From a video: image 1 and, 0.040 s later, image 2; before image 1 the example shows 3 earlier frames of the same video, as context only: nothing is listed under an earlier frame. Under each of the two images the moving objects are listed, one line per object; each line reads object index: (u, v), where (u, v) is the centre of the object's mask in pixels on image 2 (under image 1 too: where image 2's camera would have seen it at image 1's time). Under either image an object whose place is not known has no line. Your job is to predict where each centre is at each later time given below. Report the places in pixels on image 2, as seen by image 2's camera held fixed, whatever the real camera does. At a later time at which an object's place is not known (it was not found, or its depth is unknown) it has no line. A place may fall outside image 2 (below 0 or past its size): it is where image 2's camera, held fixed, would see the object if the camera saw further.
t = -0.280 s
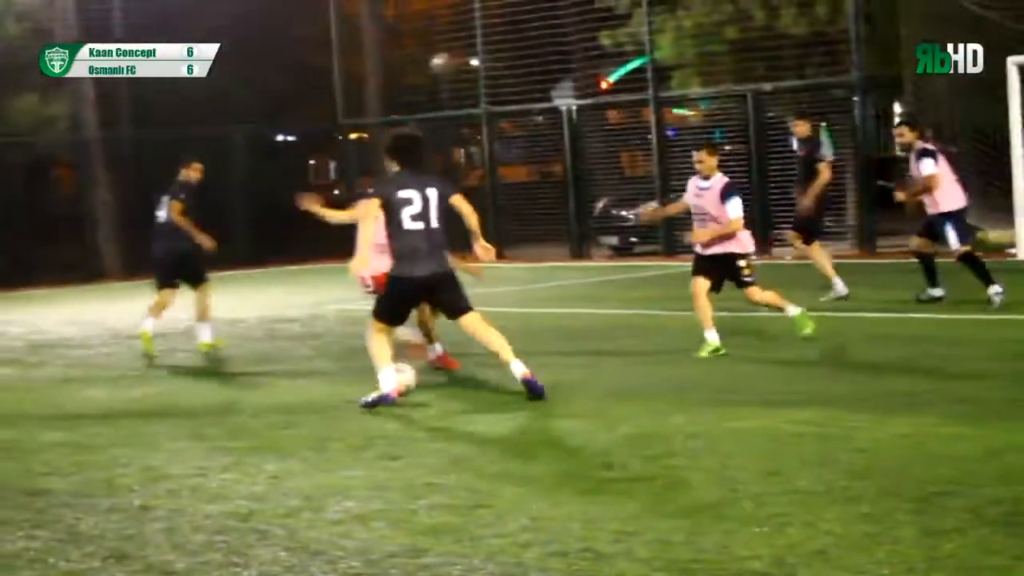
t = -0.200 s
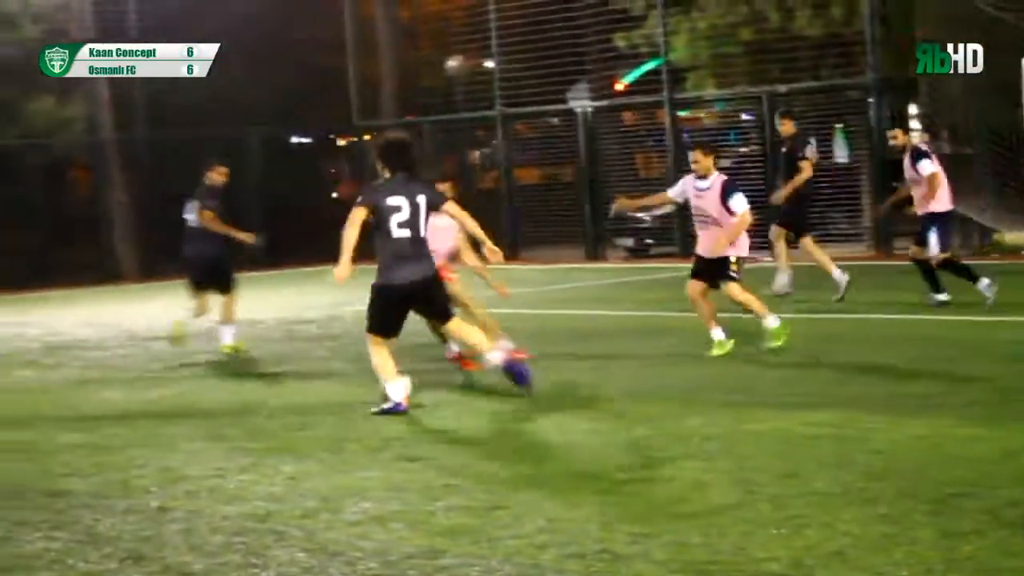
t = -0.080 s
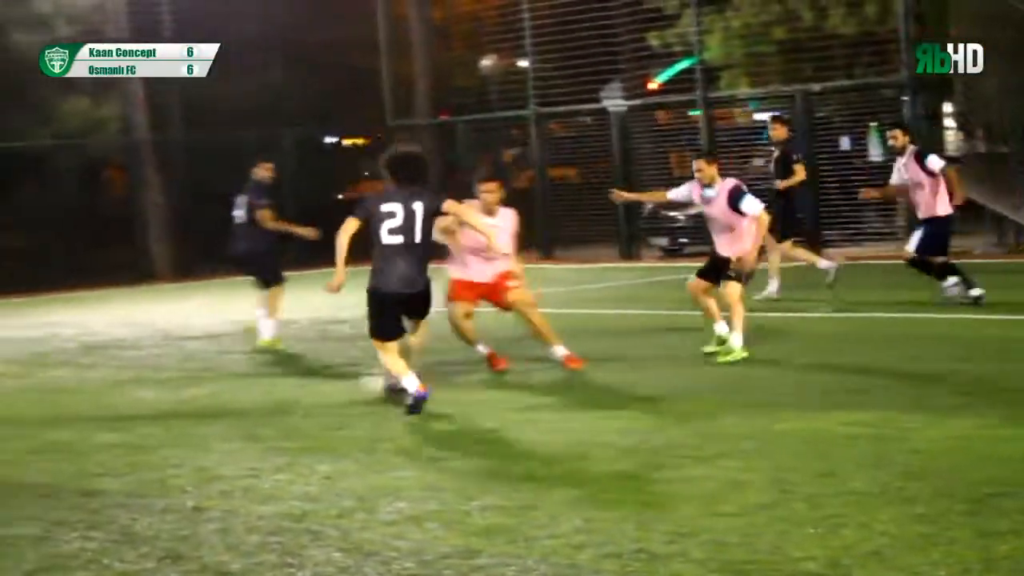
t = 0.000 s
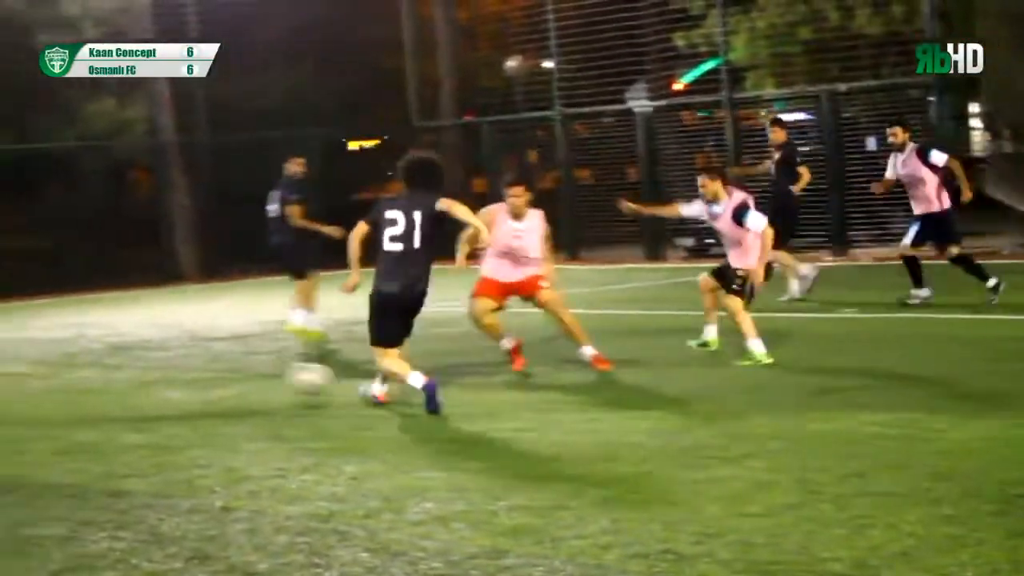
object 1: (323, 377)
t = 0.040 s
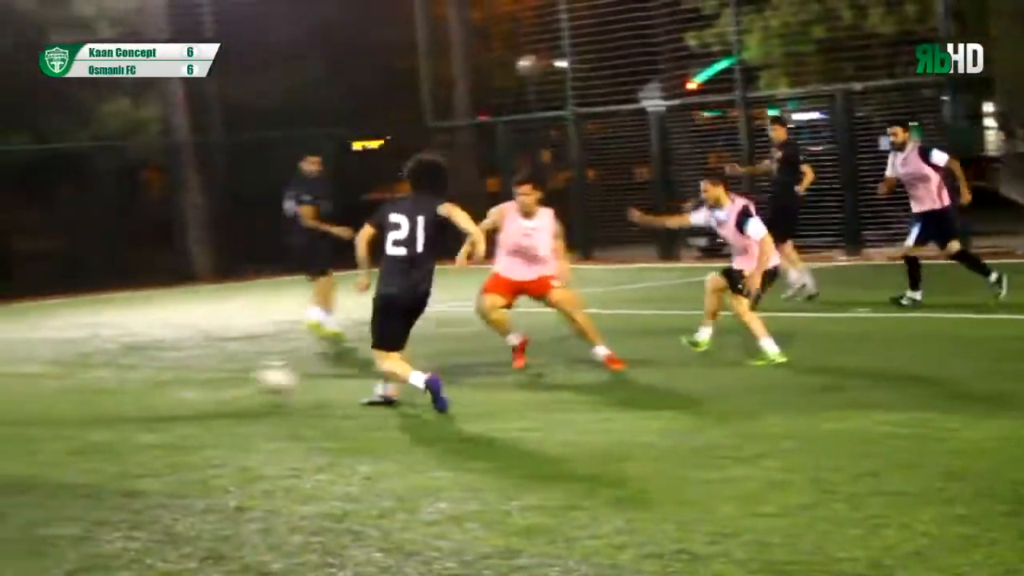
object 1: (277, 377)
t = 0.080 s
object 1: (232, 378)
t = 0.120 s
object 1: (185, 383)
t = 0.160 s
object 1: (147, 383)
